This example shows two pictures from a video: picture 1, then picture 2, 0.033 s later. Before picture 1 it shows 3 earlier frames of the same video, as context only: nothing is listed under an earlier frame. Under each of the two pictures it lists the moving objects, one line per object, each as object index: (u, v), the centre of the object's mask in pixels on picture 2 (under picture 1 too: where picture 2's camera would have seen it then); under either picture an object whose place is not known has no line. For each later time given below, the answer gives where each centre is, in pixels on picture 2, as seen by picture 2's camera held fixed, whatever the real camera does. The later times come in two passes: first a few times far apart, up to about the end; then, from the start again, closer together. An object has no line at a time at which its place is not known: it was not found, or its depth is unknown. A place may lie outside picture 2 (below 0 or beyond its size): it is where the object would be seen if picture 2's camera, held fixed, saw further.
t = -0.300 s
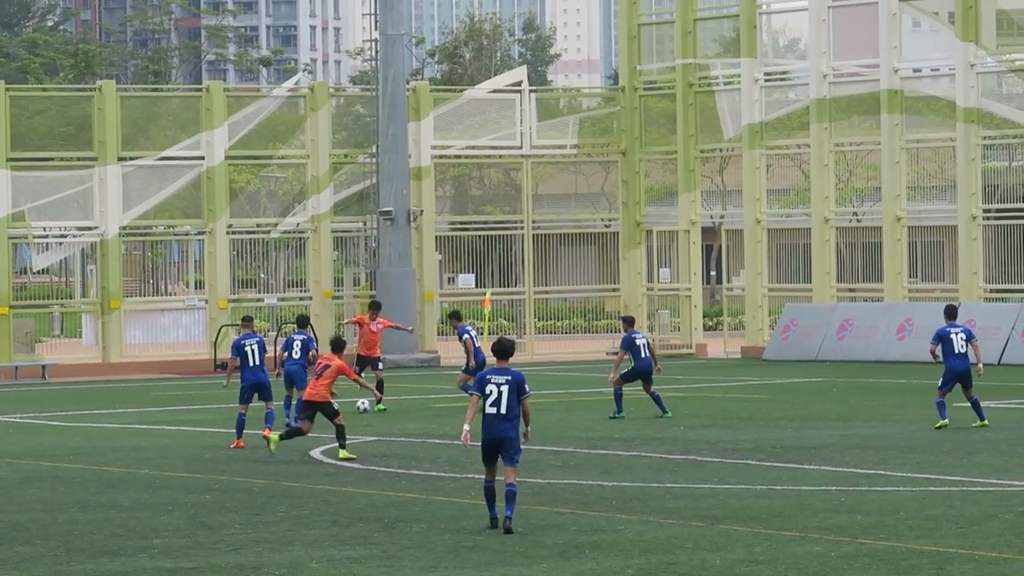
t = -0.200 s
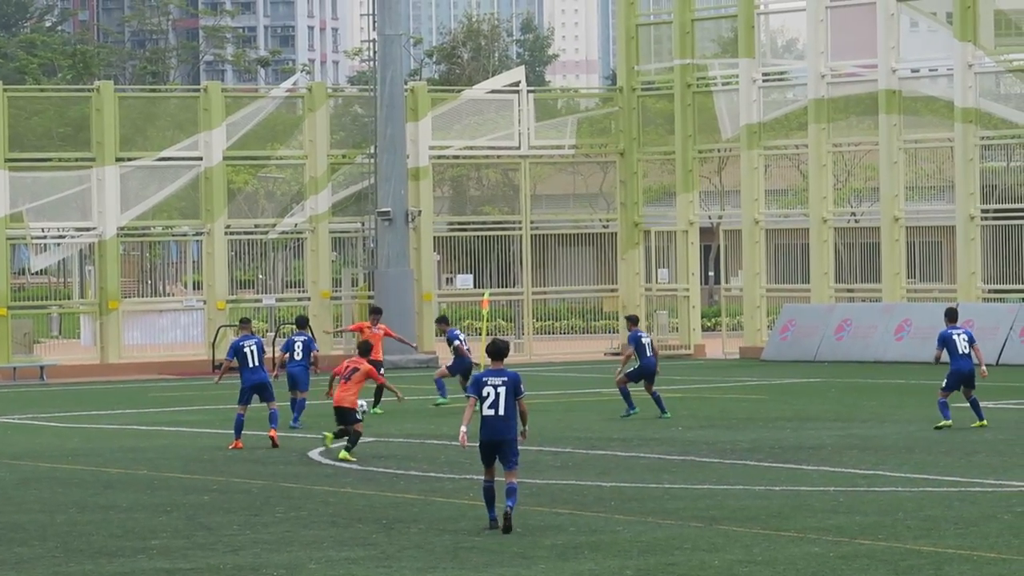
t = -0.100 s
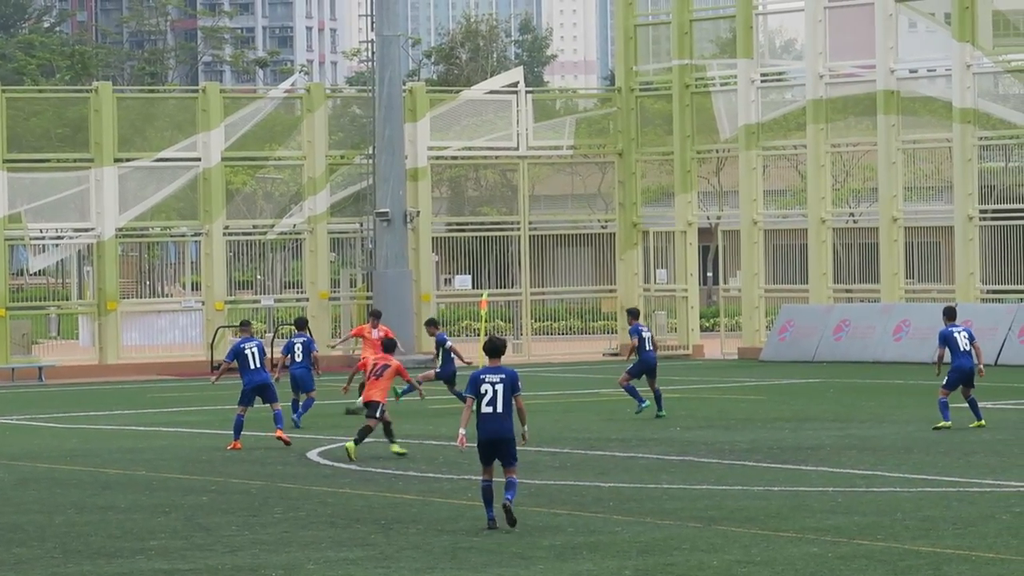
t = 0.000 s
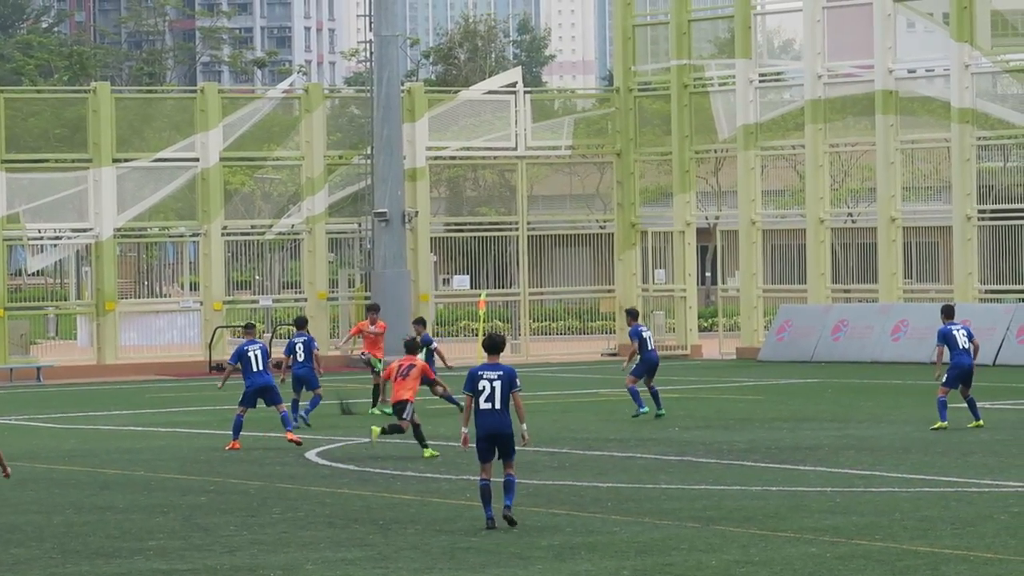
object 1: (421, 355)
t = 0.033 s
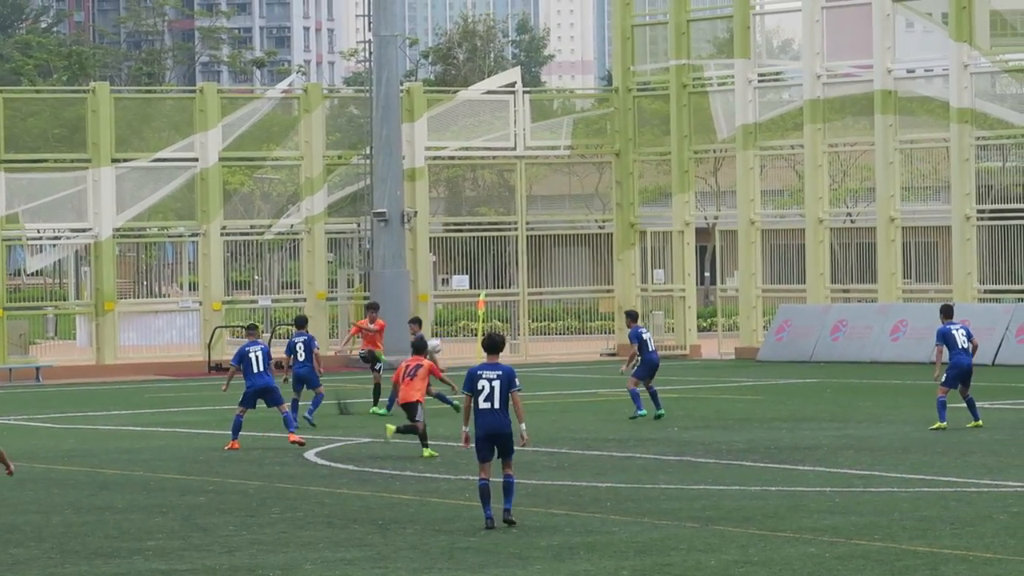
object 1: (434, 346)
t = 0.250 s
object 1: (562, 275)
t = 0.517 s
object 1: (734, 227)
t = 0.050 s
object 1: (443, 340)
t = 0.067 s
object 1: (454, 333)
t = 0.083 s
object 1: (462, 326)
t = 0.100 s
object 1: (472, 320)
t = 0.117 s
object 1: (482, 314)
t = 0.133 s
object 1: (492, 308)
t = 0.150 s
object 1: (501, 303)
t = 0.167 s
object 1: (510, 299)
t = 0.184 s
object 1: (521, 294)
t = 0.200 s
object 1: (532, 288)
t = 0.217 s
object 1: (541, 284)
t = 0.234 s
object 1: (551, 279)
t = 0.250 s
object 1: (562, 275)
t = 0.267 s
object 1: (572, 271)
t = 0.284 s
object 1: (582, 266)
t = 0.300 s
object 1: (593, 262)
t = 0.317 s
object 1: (603, 258)
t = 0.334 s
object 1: (614, 256)
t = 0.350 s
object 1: (624, 253)
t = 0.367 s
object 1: (635, 249)
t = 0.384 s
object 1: (646, 246)
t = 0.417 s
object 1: (668, 240)
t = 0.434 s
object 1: (678, 238)
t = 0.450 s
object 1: (690, 236)
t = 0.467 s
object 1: (701, 233)
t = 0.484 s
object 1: (711, 232)
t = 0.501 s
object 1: (723, 229)
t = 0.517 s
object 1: (734, 227)
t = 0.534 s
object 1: (746, 226)
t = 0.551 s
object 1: (757, 225)
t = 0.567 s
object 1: (768, 223)
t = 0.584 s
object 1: (780, 222)
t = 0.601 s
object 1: (792, 221)
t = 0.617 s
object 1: (803, 221)
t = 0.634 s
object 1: (815, 220)
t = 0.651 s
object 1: (827, 220)
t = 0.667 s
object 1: (839, 220)
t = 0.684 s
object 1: (851, 220)
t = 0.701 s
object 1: (862, 220)
